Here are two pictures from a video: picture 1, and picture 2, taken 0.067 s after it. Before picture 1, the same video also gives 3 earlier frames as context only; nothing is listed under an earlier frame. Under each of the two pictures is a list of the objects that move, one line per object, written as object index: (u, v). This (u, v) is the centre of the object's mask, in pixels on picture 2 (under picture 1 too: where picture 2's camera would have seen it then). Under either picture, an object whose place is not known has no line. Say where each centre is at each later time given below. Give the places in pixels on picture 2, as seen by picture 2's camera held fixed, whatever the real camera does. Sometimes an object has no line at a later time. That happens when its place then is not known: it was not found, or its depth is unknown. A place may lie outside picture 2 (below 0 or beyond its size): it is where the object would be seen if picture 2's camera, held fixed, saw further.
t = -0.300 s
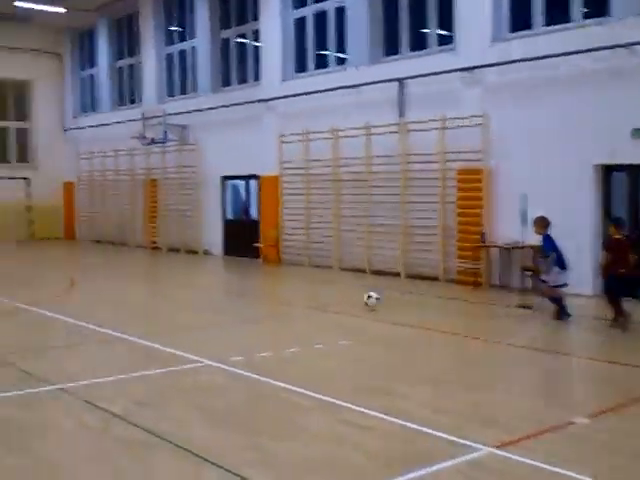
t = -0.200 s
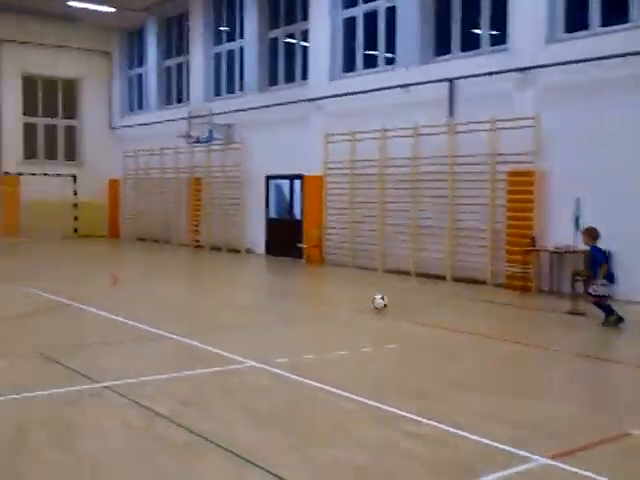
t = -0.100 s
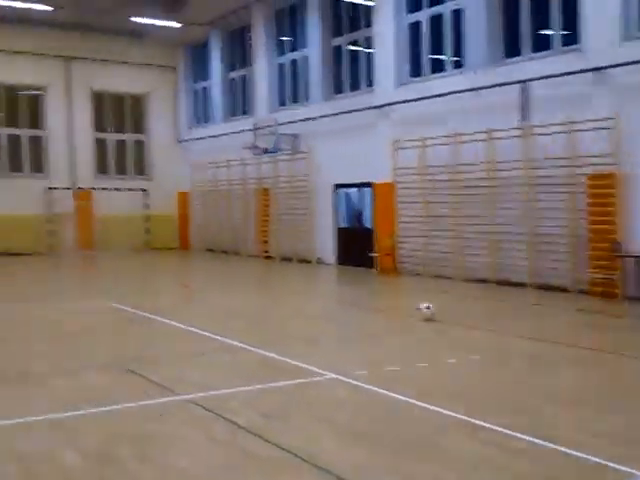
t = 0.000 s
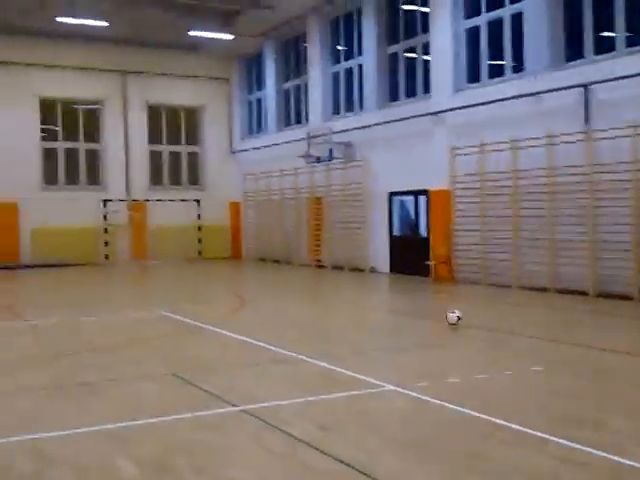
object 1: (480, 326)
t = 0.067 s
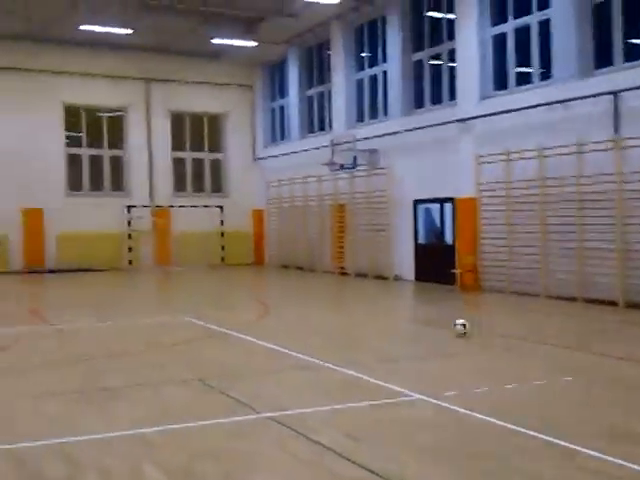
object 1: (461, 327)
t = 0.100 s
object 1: (450, 327)
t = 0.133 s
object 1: (440, 325)
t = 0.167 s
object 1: (429, 323)
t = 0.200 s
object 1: (420, 321)
